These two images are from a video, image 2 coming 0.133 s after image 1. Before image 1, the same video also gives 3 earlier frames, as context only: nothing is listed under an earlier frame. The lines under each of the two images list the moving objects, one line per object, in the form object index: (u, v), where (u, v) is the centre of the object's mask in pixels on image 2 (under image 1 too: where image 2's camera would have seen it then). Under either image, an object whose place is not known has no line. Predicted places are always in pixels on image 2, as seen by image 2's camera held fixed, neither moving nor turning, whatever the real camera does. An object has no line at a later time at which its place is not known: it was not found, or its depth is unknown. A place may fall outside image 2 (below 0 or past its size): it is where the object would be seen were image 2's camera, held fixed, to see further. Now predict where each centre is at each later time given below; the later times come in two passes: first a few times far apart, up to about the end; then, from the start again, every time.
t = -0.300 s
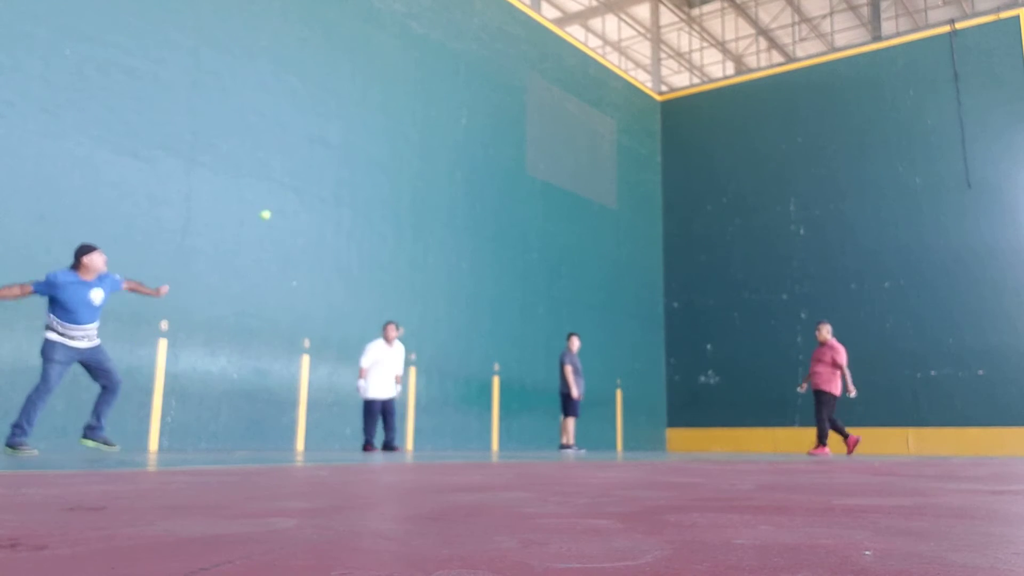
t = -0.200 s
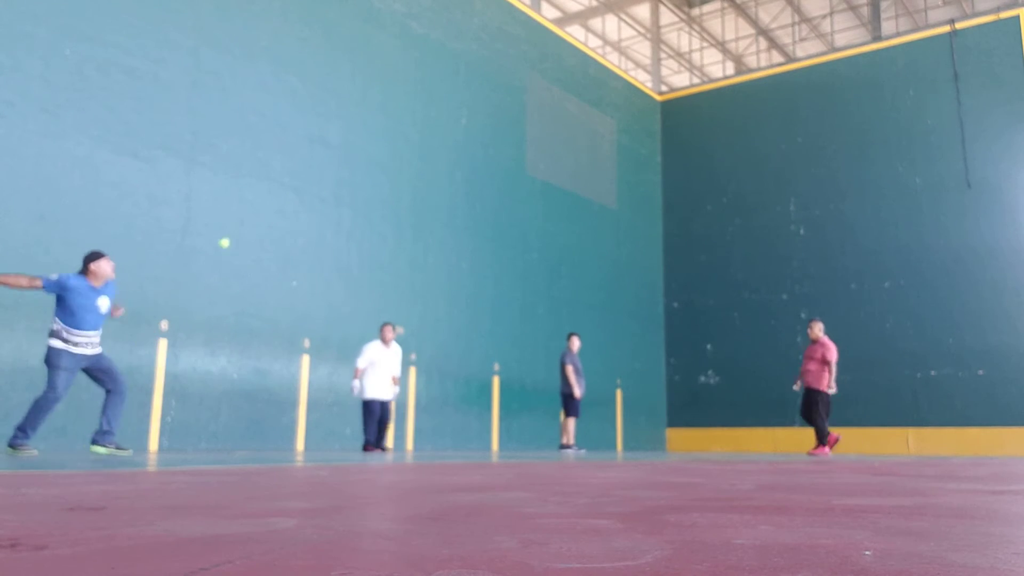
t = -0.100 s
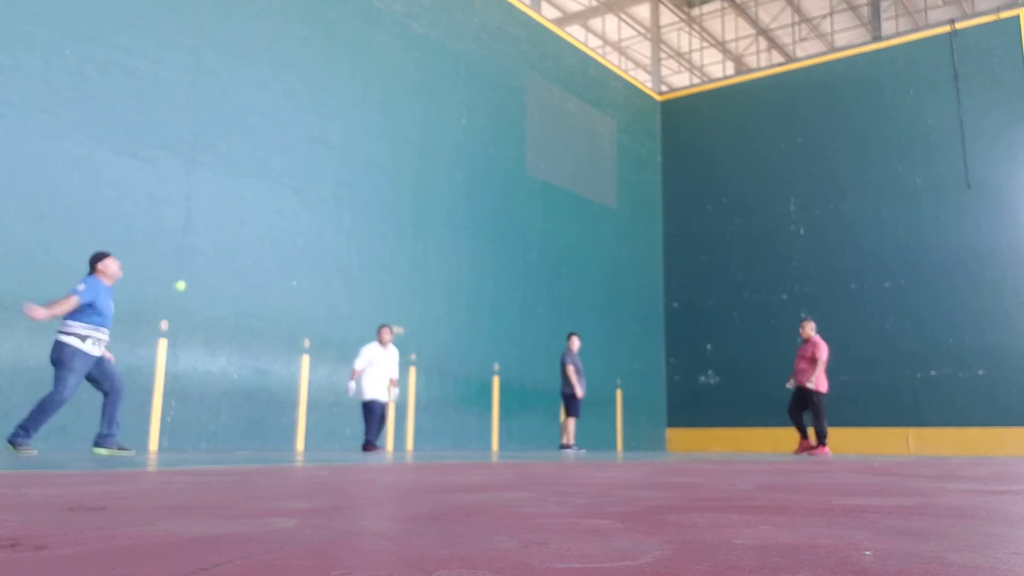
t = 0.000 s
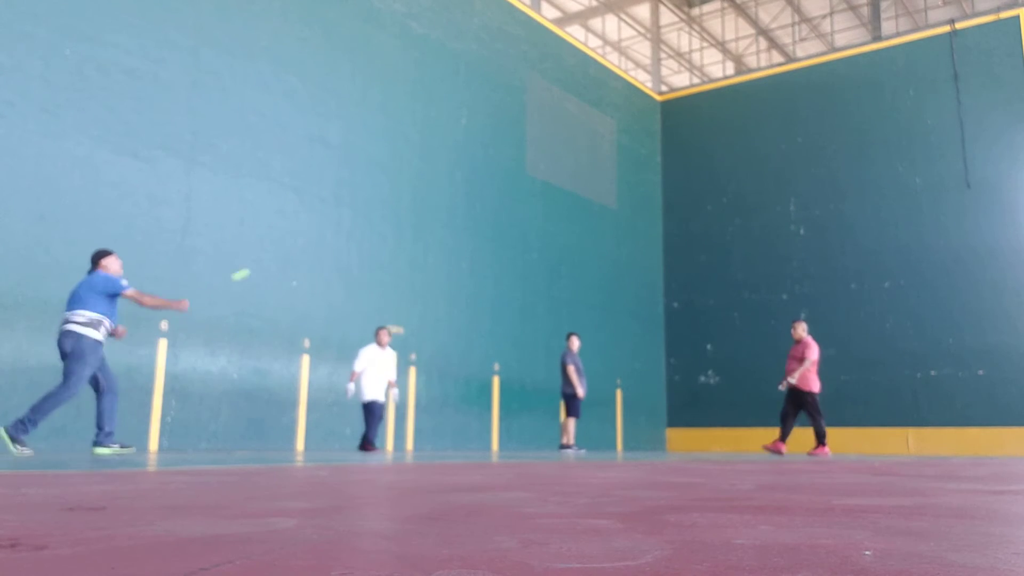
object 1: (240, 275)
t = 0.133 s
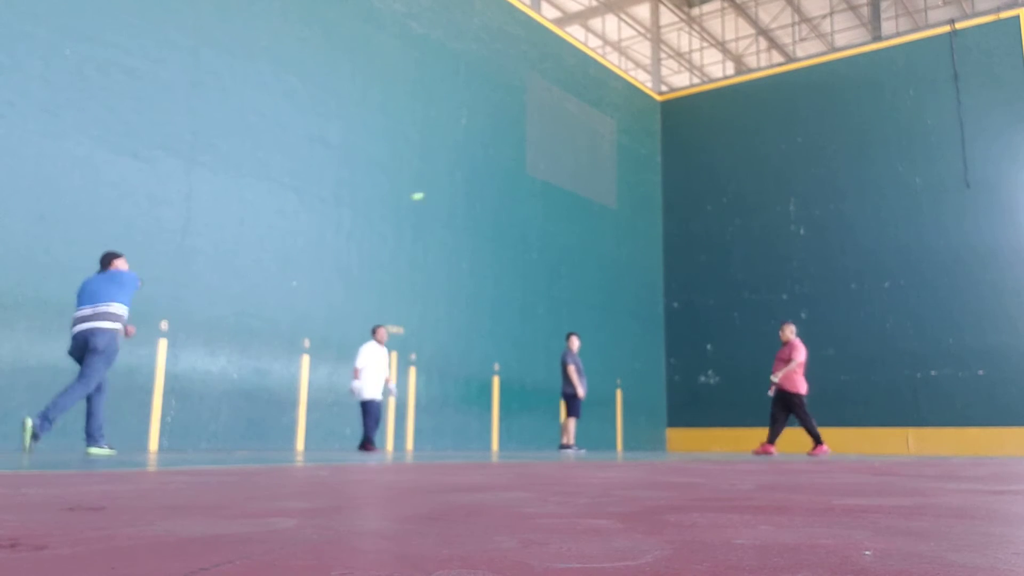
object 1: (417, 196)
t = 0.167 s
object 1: (449, 184)
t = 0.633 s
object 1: (688, 145)
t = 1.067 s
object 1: (781, 200)
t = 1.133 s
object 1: (782, 205)
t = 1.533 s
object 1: (723, 230)
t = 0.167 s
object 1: (449, 184)
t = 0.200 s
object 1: (477, 174)
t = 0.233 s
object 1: (503, 165)
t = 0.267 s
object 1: (526, 159)
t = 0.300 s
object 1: (547, 153)
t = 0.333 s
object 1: (567, 149)
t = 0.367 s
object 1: (585, 146)
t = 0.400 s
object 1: (601, 143)
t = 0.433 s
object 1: (616, 141)
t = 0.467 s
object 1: (630, 141)
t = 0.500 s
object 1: (643, 141)
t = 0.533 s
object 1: (656, 141)
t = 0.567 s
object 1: (667, 142)
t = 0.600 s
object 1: (678, 143)
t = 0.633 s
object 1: (688, 145)
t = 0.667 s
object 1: (697, 148)
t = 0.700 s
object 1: (706, 150)
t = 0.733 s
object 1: (715, 154)
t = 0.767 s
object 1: (723, 157)
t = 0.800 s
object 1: (731, 161)
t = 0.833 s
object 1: (738, 165)
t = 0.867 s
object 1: (745, 169)
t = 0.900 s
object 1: (752, 174)
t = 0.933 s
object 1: (758, 178)
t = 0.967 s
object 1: (764, 184)
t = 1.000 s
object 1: (770, 188)
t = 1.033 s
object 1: (775, 194)
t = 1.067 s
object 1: (781, 200)
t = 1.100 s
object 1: (786, 206)
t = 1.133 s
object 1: (782, 205)
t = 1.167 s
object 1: (777, 204)
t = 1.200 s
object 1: (773, 204)
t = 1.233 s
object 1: (768, 204)
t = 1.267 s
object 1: (764, 205)
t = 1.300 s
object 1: (758, 206)
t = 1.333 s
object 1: (754, 208)
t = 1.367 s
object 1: (749, 210)
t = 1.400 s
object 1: (744, 213)
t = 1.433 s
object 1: (739, 216)
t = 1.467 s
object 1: (733, 220)
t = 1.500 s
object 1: (728, 225)
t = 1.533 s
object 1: (723, 230)
